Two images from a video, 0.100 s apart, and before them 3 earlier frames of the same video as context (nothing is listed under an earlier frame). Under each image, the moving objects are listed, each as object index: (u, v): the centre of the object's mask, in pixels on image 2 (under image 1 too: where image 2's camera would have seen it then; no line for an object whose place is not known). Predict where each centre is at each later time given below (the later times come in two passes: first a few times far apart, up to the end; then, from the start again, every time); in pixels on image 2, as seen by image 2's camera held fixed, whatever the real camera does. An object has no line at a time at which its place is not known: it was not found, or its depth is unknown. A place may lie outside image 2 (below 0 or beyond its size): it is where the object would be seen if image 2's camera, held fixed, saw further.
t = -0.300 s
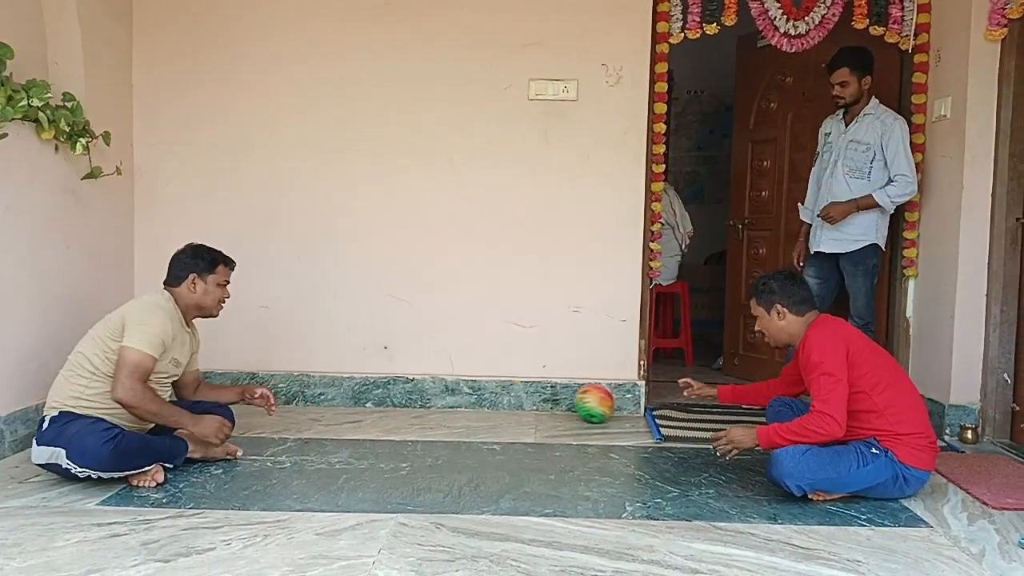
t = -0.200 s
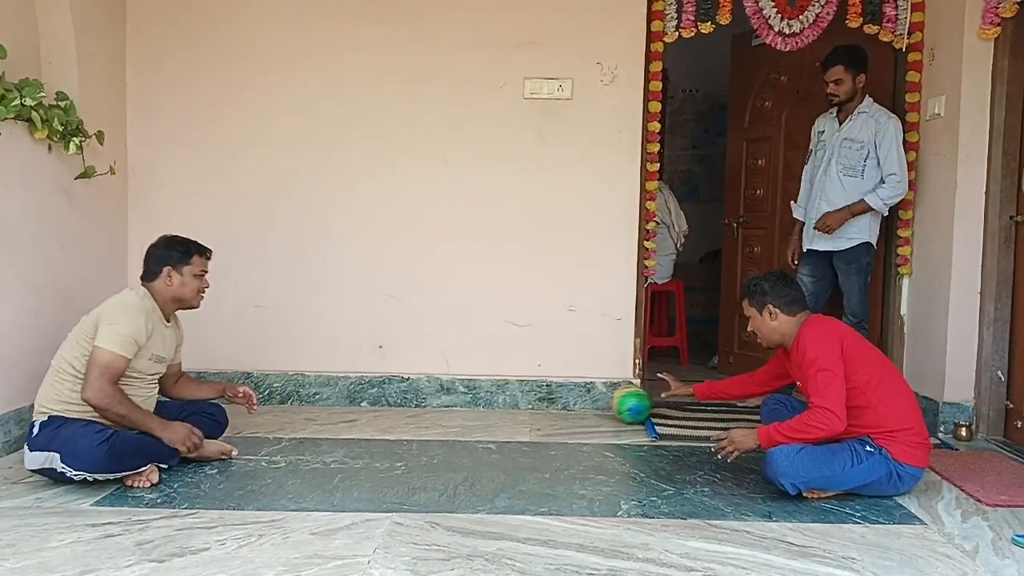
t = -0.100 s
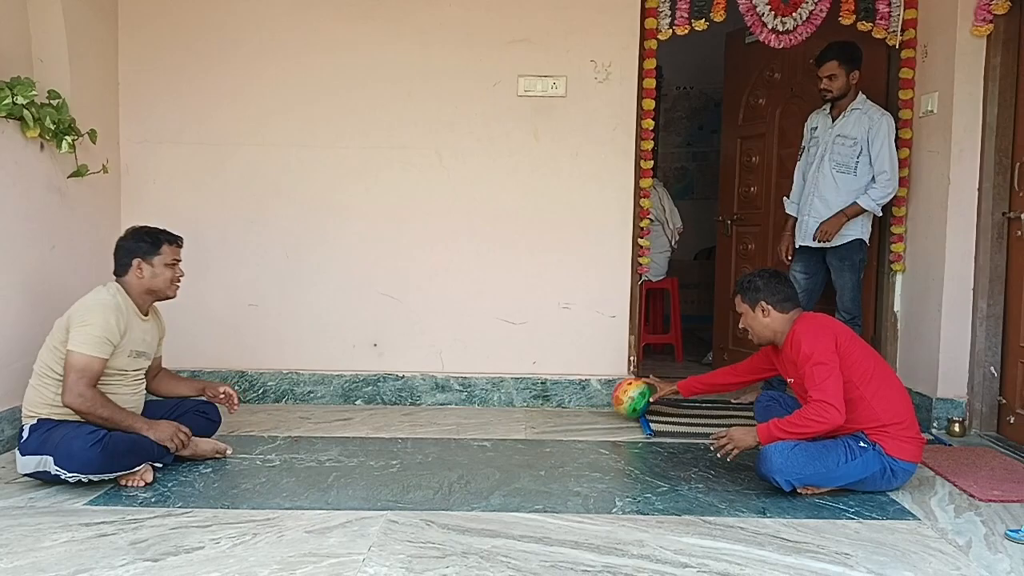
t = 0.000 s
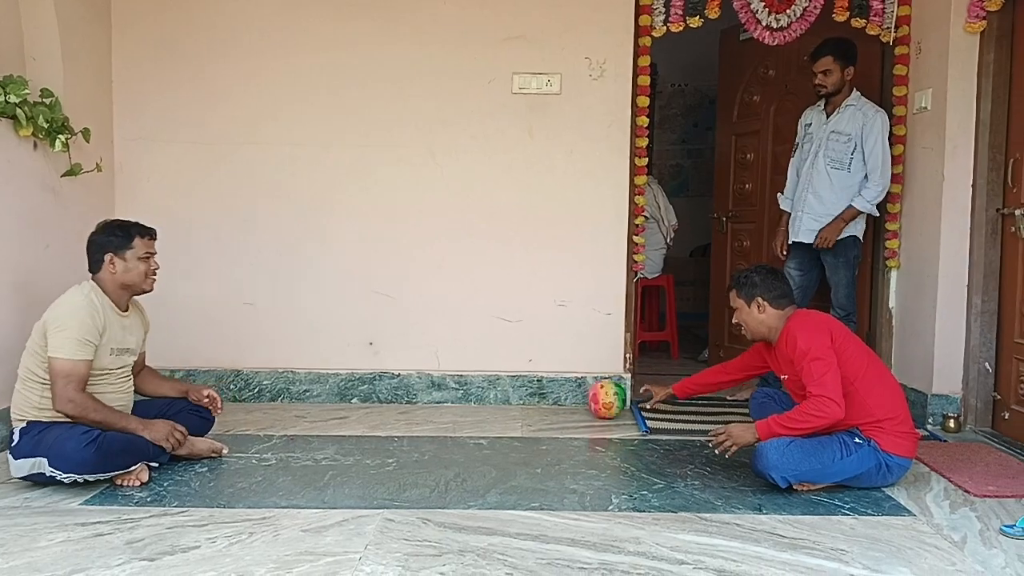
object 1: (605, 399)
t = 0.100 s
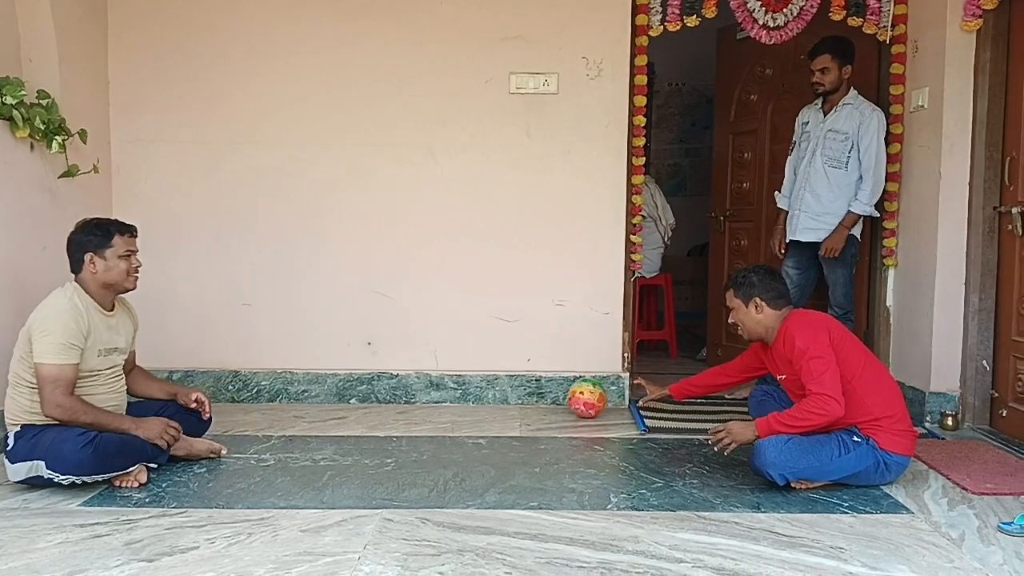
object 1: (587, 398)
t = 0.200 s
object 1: (571, 398)
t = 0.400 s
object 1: (541, 399)
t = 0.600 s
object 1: (508, 399)
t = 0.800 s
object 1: (479, 401)
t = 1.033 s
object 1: (449, 402)
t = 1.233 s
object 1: (422, 405)
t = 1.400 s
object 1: (399, 408)
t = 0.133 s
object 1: (582, 399)
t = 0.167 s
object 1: (576, 399)
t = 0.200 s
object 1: (571, 398)
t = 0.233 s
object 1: (566, 399)
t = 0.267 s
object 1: (561, 399)
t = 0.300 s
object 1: (556, 399)
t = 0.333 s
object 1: (551, 399)
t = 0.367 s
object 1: (546, 399)
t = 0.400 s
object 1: (541, 399)
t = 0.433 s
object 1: (535, 399)
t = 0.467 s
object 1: (530, 398)
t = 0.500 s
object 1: (525, 399)
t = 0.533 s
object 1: (519, 399)
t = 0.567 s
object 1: (514, 399)
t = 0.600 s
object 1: (508, 399)
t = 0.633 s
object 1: (503, 399)
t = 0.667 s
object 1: (497, 400)
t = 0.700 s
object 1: (493, 400)
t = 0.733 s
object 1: (488, 400)
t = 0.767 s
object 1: (482, 401)
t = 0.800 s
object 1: (479, 401)
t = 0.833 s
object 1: (475, 402)
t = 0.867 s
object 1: (470, 402)
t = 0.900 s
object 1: (466, 402)
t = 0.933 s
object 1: (461, 402)
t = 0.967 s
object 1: (457, 403)
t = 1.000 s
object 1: (453, 402)
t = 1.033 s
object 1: (449, 402)
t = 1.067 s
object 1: (445, 403)
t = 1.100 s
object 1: (441, 403)
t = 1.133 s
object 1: (437, 403)
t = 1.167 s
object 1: (432, 404)
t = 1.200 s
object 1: (427, 404)
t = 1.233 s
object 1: (422, 405)
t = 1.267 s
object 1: (418, 405)
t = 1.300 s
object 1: (413, 406)
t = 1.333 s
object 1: (408, 406)
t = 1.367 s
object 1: (404, 407)
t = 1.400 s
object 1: (399, 408)
